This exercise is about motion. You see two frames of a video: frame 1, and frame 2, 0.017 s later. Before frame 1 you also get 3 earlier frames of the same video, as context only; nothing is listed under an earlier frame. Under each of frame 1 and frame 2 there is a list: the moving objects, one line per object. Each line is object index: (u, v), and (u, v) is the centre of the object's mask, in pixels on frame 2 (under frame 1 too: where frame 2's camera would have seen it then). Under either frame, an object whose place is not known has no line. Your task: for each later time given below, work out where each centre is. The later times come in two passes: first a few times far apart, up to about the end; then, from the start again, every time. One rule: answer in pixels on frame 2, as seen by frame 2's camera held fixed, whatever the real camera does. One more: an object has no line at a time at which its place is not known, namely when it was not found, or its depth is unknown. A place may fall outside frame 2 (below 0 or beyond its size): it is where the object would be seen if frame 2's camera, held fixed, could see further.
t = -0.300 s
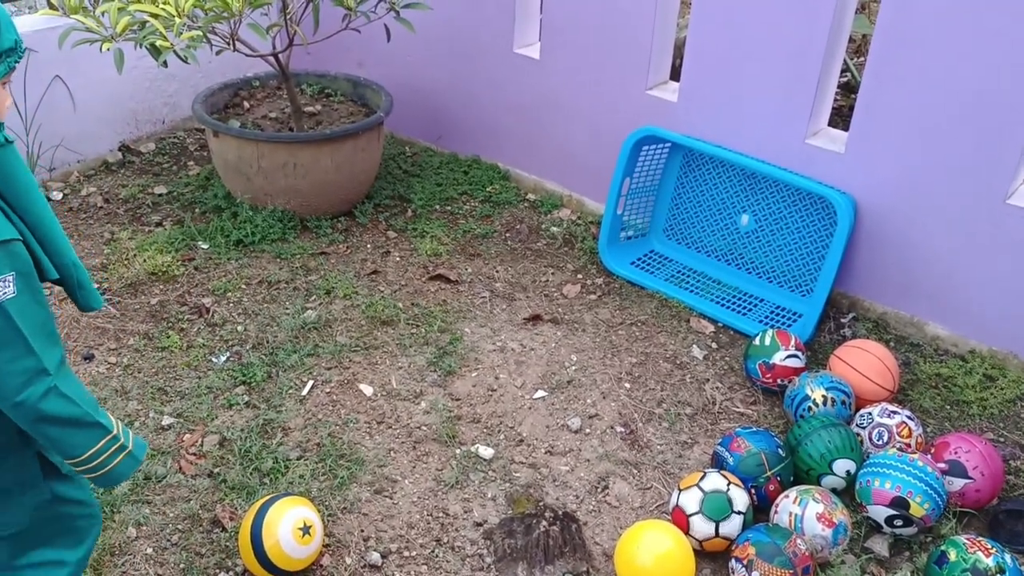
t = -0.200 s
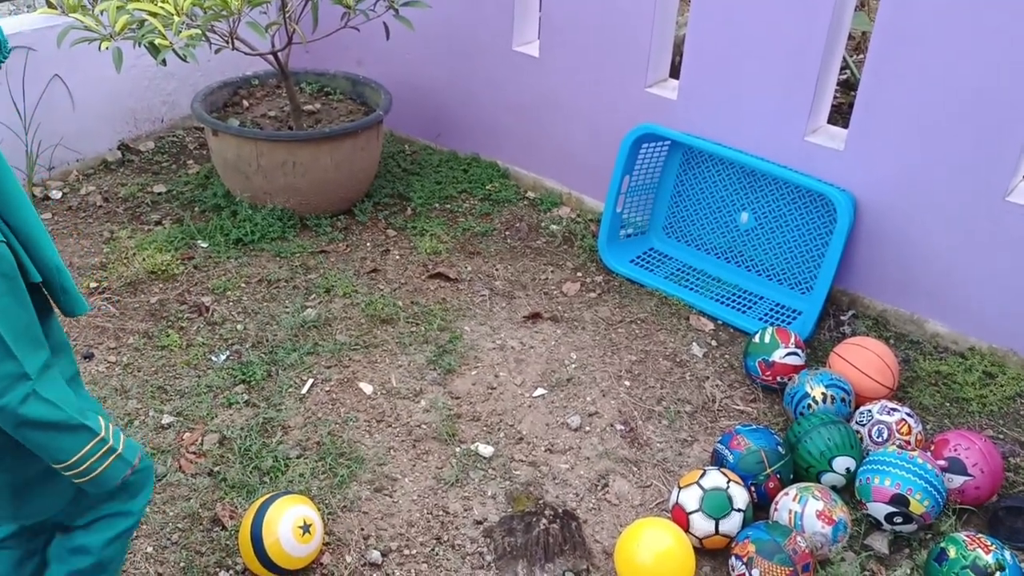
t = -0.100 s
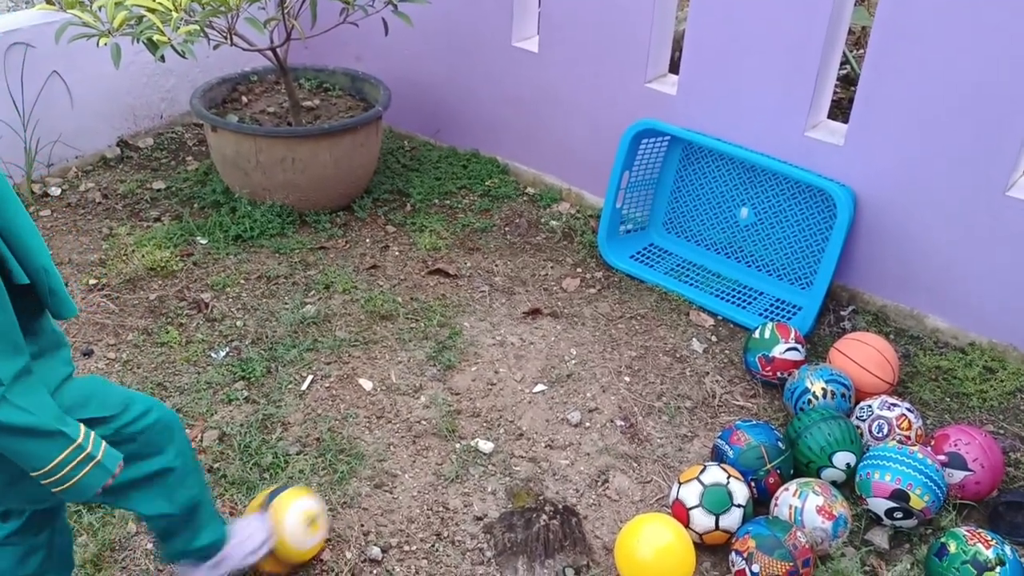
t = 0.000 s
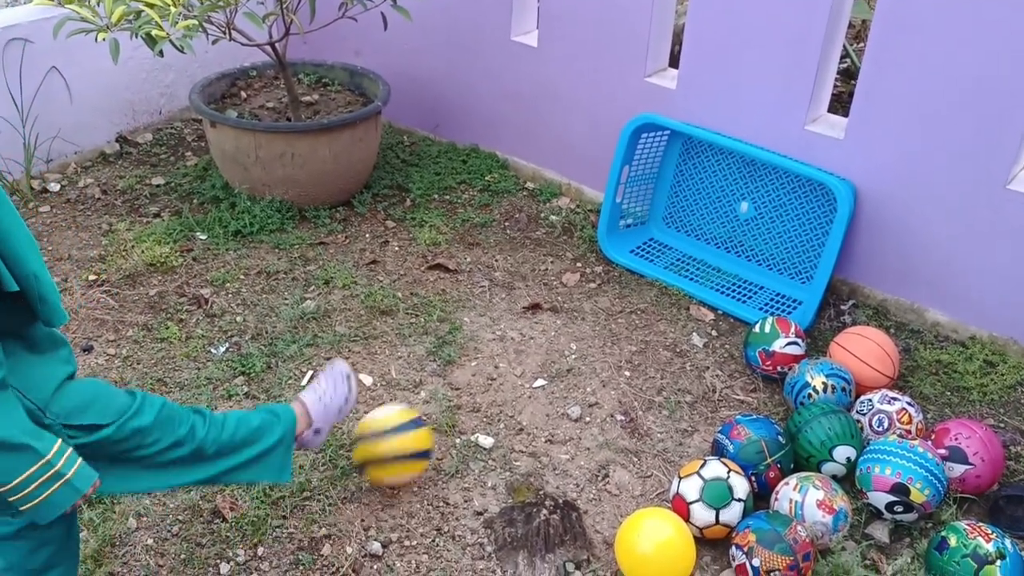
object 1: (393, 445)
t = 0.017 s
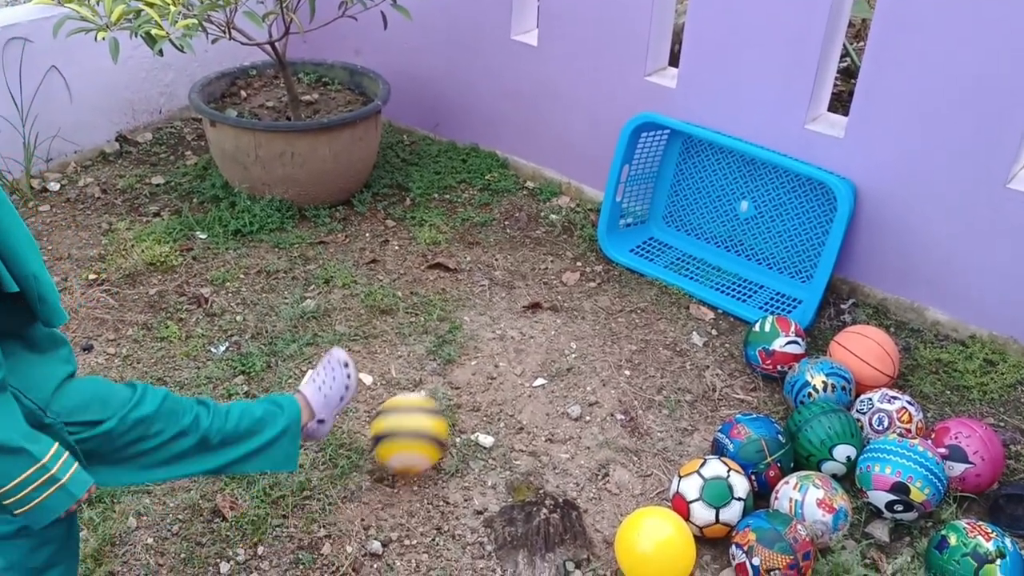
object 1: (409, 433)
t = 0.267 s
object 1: (612, 337)
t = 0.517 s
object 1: (769, 261)
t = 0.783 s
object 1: (784, 255)
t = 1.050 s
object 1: (753, 293)
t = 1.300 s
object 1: (716, 312)
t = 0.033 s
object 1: (424, 426)
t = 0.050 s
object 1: (439, 417)
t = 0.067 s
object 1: (456, 410)
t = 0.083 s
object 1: (469, 405)
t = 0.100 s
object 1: (484, 401)
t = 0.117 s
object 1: (496, 398)
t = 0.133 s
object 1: (510, 389)
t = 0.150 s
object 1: (524, 378)
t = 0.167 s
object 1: (537, 368)
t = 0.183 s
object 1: (551, 361)
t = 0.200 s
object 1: (564, 353)
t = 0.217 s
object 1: (576, 348)
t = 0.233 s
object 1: (588, 345)
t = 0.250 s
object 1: (601, 340)
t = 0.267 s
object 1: (612, 337)
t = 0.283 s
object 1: (624, 336)
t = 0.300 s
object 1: (636, 333)
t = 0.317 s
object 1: (646, 328)
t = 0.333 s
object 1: (657, 323)
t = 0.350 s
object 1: (668, 319)
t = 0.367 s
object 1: (678, 314)
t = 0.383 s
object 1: (690, 308)
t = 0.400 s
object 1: (700, 303)
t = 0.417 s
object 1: (711, 299)
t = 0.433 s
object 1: (720, 296)
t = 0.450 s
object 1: (731, 293)
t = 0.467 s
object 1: (740, 285)
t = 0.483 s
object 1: (750, 276)
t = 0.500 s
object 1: (759, 268)
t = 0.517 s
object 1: (769, 261)
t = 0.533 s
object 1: (778, 255)
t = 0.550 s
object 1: (786, 250)
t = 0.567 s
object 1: (793, 246)
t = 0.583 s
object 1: (799, 241)
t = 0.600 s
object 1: (801, 238)
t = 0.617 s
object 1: (802, 236)
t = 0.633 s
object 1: (804, 234)
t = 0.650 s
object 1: (804, 234)
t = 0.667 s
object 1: (804, 234)
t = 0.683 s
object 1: (802, 234)
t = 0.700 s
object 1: (800, 236)
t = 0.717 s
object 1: (798, 238)
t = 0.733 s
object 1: (795, 241)
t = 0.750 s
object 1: (792, 245)
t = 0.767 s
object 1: (788, 250)
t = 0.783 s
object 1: (784, 255)
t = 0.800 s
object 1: (780, 262)
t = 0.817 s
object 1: (776, 270)
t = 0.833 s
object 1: (772, 279)
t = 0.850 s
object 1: (767, 288)
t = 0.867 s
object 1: (762, 296)
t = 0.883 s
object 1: (761, 297)
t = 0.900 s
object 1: (761, 294)
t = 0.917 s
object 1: (761, 292)
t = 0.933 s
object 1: (761, 292)
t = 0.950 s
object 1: (760, 291)
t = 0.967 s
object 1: (759, 291)
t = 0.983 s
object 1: (758, 291)
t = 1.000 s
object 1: (757, 291)
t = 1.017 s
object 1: (757, 291)
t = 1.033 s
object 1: (755, 292)
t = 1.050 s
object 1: (753, 293)
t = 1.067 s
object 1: (750, 294)
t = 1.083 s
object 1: (748, 295)
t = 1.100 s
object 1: (745, 298)
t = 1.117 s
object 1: (743, 301)
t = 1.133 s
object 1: (740, 304)
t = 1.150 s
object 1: (737, 305)
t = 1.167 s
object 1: (734, 306)
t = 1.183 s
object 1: (731, 307)
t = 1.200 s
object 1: (730, 308)
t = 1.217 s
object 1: (726, 308)
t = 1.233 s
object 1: (724, 308)
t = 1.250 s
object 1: (722, 309)
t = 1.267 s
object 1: (720, 310)
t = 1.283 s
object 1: (718, 311)
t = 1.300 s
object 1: (716, 312)
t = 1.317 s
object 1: (713, 313)
